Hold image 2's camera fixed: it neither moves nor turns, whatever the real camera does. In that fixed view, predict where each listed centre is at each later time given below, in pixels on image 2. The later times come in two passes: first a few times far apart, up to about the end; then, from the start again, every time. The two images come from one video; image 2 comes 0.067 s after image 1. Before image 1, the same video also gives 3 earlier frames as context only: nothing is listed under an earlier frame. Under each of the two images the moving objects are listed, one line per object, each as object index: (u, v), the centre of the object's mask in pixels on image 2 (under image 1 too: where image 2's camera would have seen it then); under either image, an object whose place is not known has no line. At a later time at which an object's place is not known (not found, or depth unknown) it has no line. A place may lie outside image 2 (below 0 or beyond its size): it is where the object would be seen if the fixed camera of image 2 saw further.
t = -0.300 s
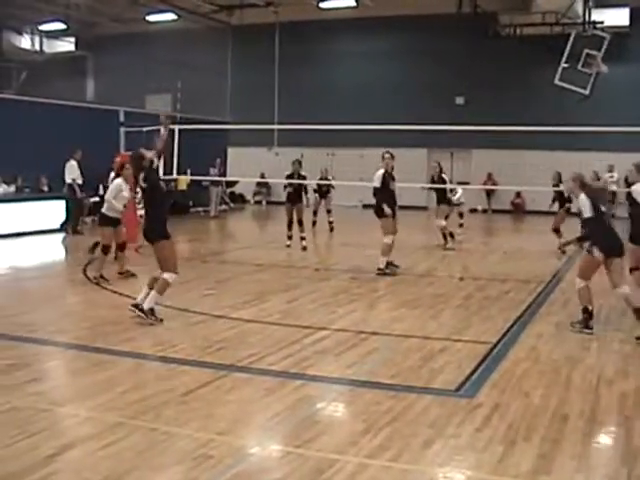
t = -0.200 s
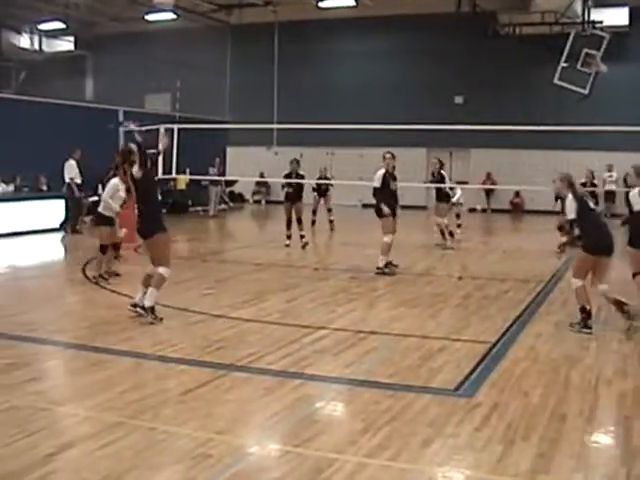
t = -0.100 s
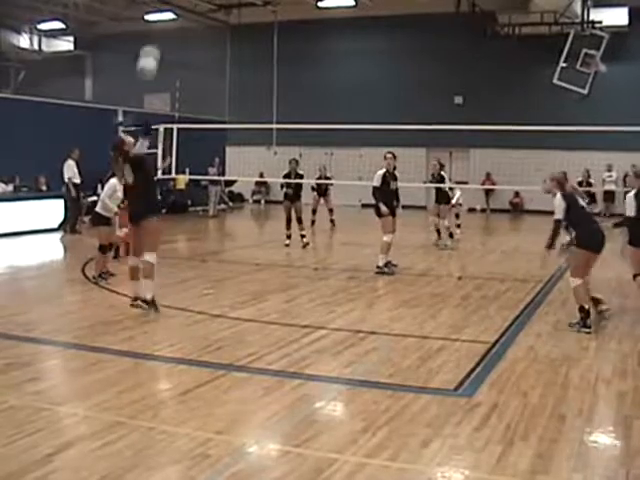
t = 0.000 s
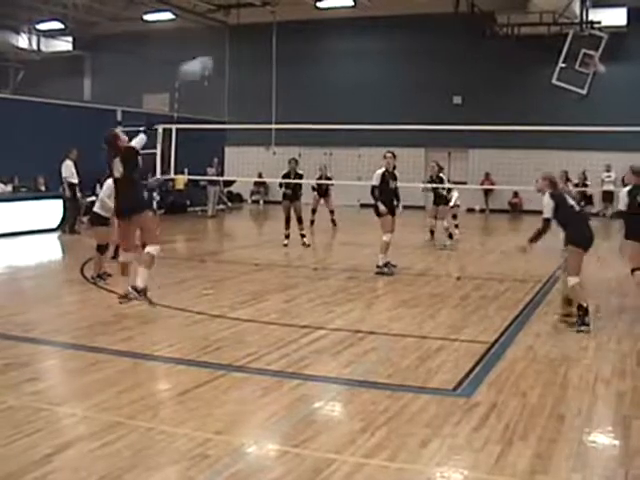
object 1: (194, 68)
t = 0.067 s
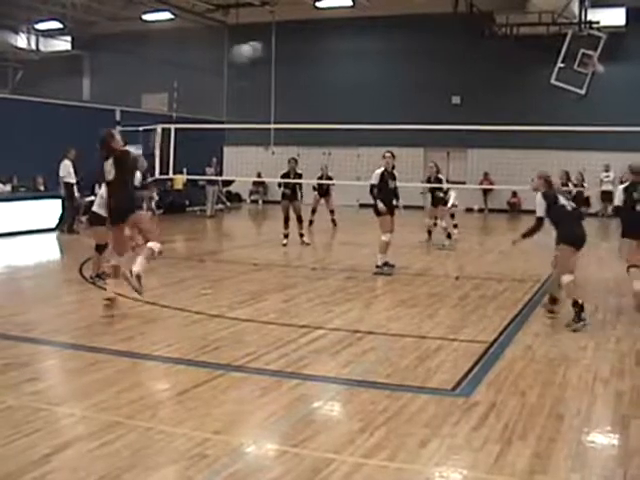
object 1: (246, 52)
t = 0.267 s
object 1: (366, 36)
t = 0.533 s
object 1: (469, 60)
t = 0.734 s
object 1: (520, 99)
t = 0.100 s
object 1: (271, 46)
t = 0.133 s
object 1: (291, 42)
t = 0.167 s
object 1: (312, 39)
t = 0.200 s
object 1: (331, 37)
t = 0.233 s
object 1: (349, 36)
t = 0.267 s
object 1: (366, 36)
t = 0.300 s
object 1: (381, 37)
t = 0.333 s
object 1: (396, 39)
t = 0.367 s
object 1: (410, 41)
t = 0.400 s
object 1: (423, 44)
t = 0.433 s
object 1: (435, 47)
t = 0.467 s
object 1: (447, 52)
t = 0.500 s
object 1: (458, 56)
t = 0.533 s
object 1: (469, 60)
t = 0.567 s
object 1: (479, 66)
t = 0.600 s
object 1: (489, 72)
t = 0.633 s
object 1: (497, 78)
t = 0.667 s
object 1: (505, 85)
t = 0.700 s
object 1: (513, 92)
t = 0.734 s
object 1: (520, 99)
